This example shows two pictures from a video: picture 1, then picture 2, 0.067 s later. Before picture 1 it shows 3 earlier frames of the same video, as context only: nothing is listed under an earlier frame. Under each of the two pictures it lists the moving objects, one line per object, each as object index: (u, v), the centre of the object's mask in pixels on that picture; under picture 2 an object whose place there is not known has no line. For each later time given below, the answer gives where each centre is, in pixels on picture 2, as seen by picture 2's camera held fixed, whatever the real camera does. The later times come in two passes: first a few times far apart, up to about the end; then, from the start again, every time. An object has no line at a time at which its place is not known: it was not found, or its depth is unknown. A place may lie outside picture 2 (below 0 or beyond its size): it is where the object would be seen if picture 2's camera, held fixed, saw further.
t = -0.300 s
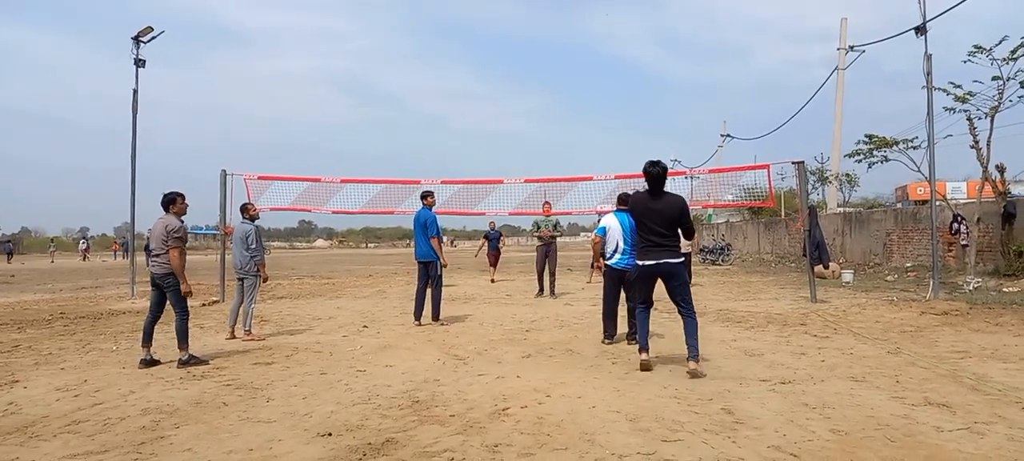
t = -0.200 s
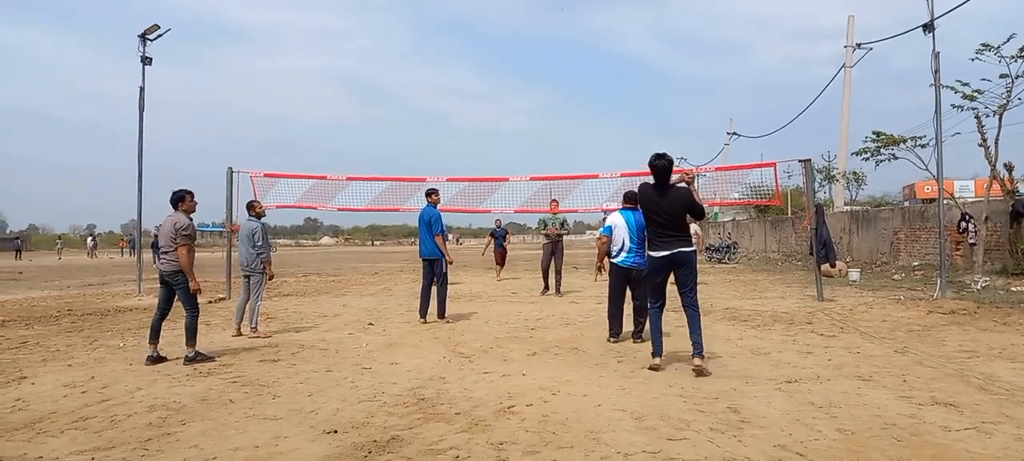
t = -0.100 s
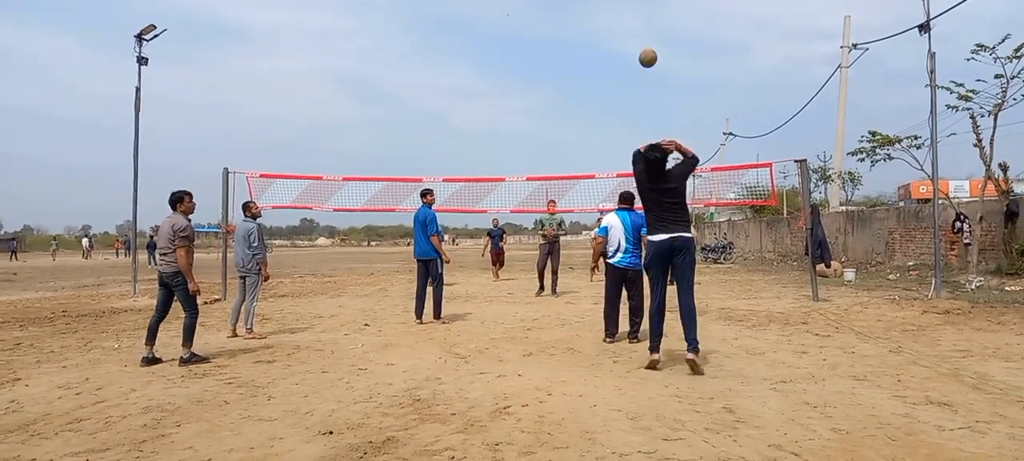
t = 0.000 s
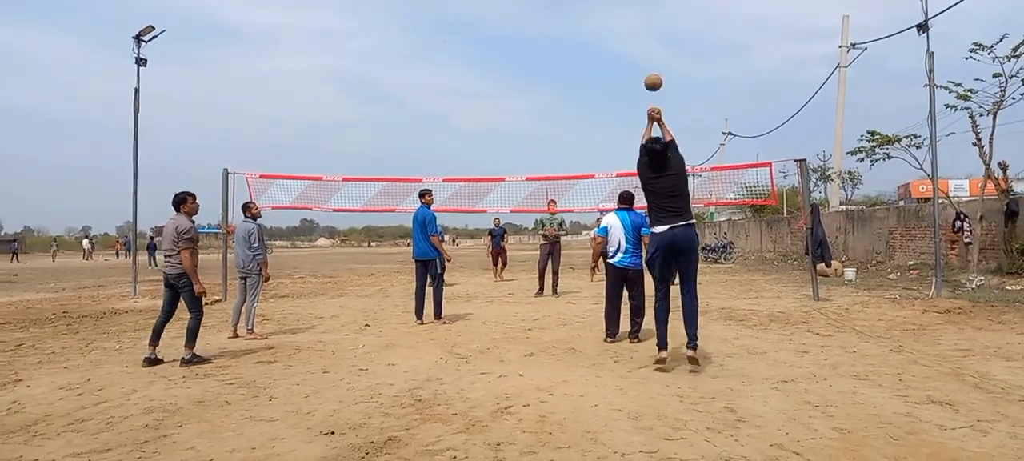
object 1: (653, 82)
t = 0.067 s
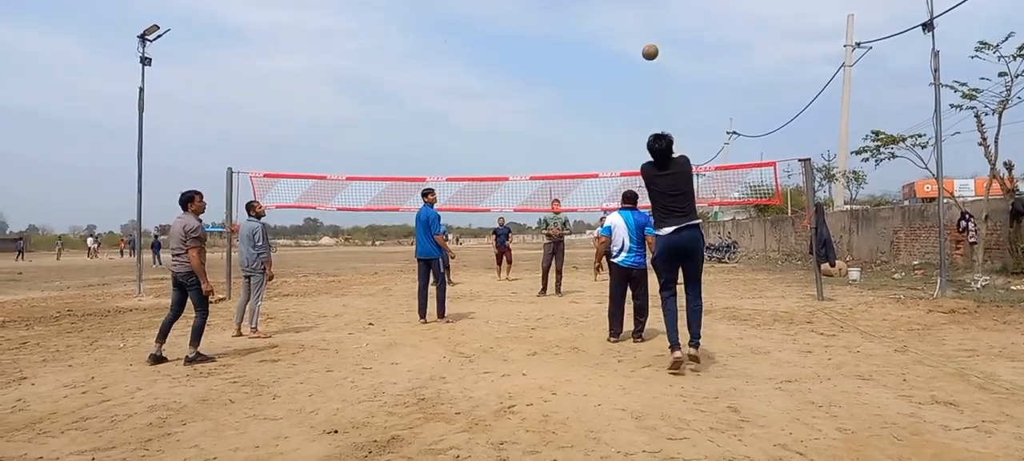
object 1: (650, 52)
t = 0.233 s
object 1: (639, 15)
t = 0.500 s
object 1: (633, 21)
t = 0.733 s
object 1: (635, 60)
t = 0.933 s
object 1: (637, 107)
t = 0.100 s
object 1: (647, 41)
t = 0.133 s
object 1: (645, 32)
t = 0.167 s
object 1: (643, 25)
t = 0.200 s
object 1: (642, 20)
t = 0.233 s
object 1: (639, 15)
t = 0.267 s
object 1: (638, 13)
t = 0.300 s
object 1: (637, 11)
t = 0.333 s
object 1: (636, 12)
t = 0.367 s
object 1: (636, 12)
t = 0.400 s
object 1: (636, 13)
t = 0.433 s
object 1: (635, 15)
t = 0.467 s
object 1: (634, 18)
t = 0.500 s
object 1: (633, 21)
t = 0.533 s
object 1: (634, 25)
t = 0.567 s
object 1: (635, 30)
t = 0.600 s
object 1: (634, 35)
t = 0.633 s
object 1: (633, 41)
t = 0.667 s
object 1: (633, 47)
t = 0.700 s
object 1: (634, 53)
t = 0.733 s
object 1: (635, 60)
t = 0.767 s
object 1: (635, 67)
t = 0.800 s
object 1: (634, 75)
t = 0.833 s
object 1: (635, 82)
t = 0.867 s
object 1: (635, 90)
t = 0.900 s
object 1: (636, 98)
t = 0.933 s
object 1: (637, 107)
